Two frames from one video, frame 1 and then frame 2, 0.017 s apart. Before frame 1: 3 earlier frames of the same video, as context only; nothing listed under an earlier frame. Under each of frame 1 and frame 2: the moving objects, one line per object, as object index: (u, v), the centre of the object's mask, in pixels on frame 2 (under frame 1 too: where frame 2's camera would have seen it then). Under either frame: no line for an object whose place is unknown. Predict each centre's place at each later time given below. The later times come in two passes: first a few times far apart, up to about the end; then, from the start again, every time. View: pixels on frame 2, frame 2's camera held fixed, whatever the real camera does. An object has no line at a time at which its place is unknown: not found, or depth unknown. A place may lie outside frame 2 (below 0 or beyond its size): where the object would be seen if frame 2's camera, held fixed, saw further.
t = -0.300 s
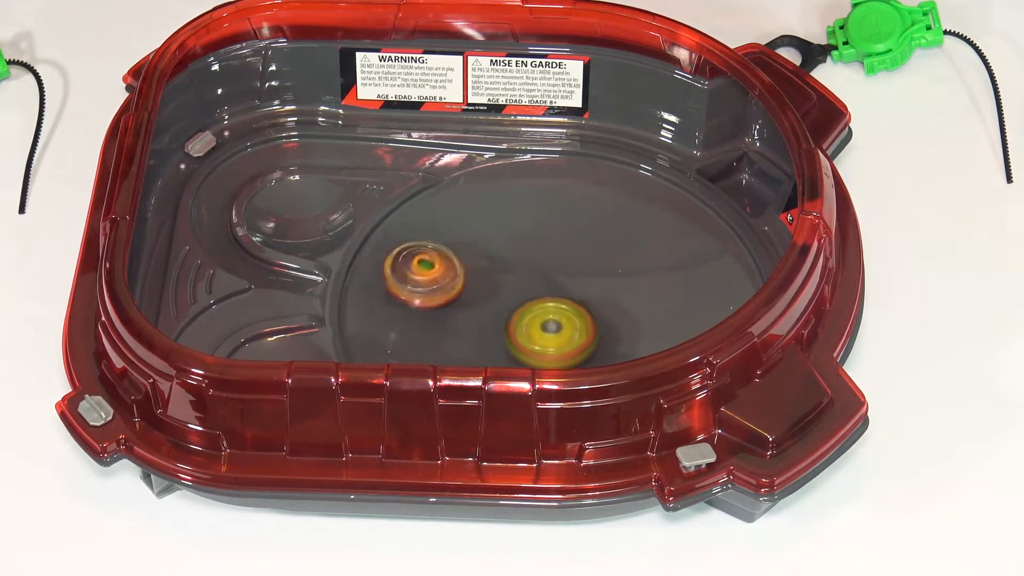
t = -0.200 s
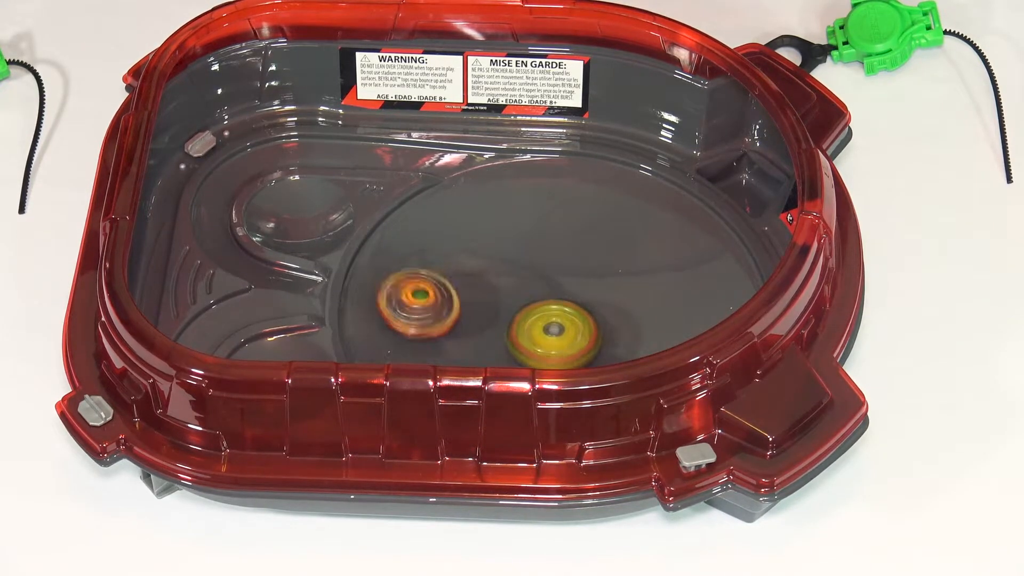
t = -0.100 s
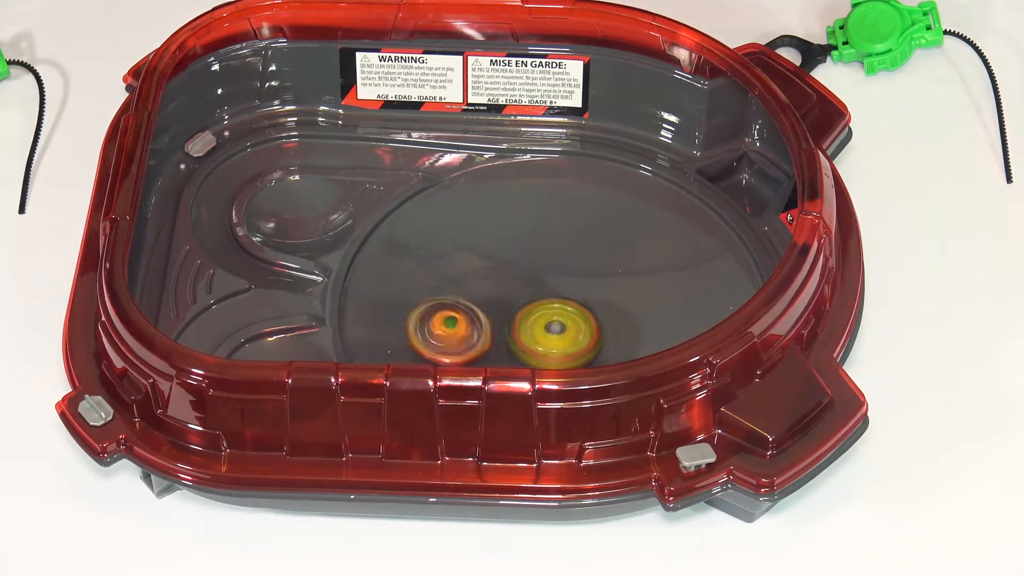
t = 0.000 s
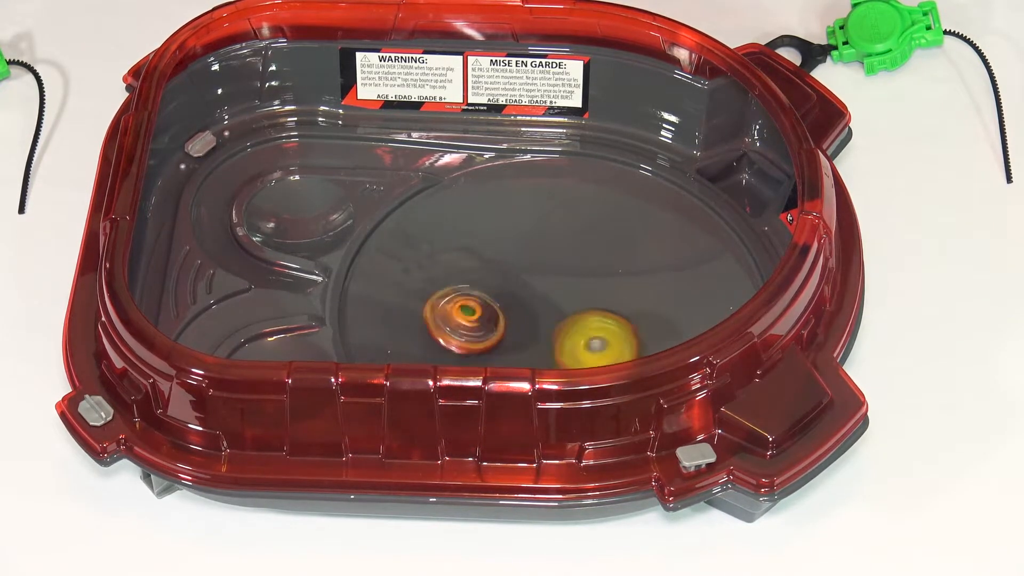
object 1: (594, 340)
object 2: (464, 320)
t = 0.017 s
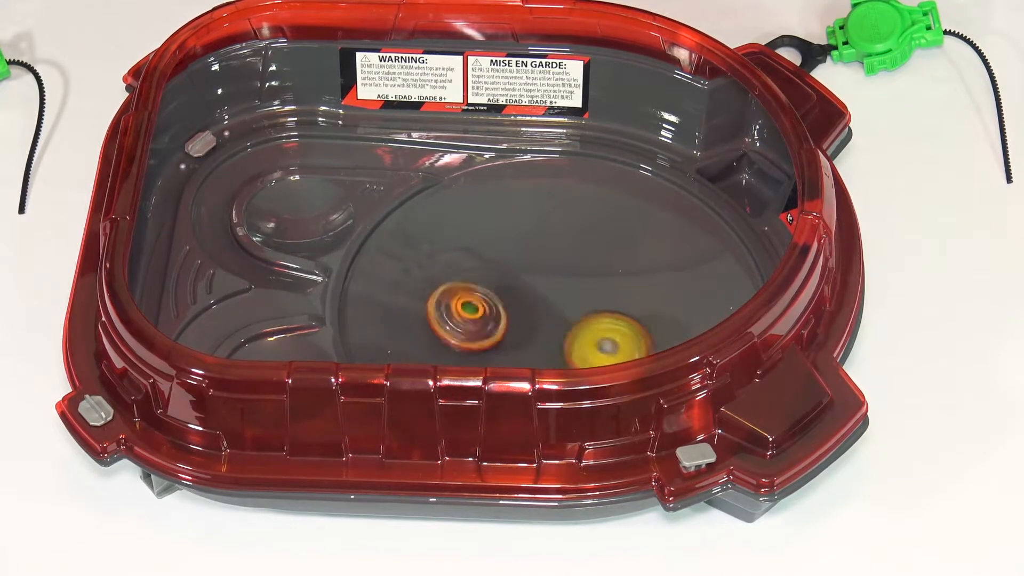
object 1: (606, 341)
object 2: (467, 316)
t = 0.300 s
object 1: (635, 336)
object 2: (513, 248)
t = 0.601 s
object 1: (623, 332)
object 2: (566, 232)
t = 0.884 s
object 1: (597, 340)
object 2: (601, 245)
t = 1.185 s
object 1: (582, 339)
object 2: (580, 266)
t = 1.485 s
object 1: (571, 342)
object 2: (557, 282)
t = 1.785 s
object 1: (564, 346)
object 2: (557, 264)
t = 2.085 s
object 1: (556, 342)
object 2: (570, 273)
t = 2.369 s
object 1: (559, 341)
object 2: (553, 279)
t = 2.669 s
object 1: (557, 347)
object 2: (555, 269)
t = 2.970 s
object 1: (550, 343)
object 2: (563, 287)
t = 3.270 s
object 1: (550, 343)
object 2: (555, 294)
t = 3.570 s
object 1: (558, 343)
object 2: (557, 293)
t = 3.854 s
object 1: (560, 342)
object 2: (555, 293)
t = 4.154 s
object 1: (563, 340)
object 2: (556, 293)
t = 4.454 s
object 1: (567, 340)
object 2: (563, 290)
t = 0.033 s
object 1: (612, 341)
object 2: (467, 313)
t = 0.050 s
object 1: (620, 341)
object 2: (469, 309)
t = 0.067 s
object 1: (626, 341)
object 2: (472, 304)
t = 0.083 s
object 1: (631, 340)
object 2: (474, 300)
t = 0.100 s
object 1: (634, 340)
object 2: (477, 296)
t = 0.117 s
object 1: (636, 339)
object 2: (479, 292)
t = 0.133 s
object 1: (637, 339)
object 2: (482, 287)
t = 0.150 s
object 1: (637, 339)
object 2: (485, 283)
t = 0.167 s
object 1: (638, 339)
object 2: (488, 279)
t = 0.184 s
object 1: (638, 338)
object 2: (491, 275)
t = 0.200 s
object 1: (639, 338)
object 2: (494, 271)
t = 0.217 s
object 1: (638, 338)
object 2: (497, 267)
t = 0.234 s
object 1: (638, 337)
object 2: (501, 262)
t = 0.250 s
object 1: (638, 337)
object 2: (504, 259)
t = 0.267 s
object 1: (637, 337)
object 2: (507, 255)
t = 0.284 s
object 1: (636, 337)
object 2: (510, 251)
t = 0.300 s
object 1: (635, 336)
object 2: (513, 248)
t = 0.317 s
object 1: (634, 336)
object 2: (517, 244)
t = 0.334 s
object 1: (633, 336)
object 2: (520, 242)
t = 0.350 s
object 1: (632, 335)
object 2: (523, 238)
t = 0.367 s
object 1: (630, 335)
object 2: (527, 236)
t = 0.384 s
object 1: (629, 334)
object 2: (529, 234)
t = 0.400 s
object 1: (628, 334)
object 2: (532, 231)
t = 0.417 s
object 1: (627, 334)
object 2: (536, 230)
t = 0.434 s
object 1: (627, 334)
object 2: (538, 229)
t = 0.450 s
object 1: (626, 334)
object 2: (541, 228)
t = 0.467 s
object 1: (626, 334)
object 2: (544, 228)
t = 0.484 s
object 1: (625, 334)
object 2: (546, 227)
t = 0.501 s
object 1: (625, 334)
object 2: (550, 226)
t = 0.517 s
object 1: (625, 333)
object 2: (553, 227)
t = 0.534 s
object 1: (625, 333)
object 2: (555, 228)
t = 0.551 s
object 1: (624, 333)
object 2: (558, 228)
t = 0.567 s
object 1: (624, 333)
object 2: (561, 229)
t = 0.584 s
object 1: (624, 332)
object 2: (564, 230)
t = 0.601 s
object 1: (623, 332)
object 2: (566, 232)
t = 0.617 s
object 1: (622, 332)
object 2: (569, 233)
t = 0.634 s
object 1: (621, 331)
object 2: (572, 235)
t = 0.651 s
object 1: (620, 331)
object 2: (574, 238)
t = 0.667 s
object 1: (620, 331)
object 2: (576, 240)
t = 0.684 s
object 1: (619, 330)
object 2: (578, 242)
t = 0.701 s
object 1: (618, 330)
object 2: (581, 245)
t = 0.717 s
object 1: (618, 329)
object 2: (584, 248)
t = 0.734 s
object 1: (617, 328)
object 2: (585, 251)
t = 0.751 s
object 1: (615, 327)
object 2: (588, 254)
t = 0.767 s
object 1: (614, 326)
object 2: (591, 258)
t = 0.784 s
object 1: (611, 327)
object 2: (594, 259)
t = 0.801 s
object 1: (609, 331)
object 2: (597, 256)
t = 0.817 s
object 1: (606, 334)
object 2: (599, 253)
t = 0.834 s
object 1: (603, 336)
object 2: (599, 251)
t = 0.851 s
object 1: (602, 338)
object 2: (600, 249)
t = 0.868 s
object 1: (598, 339)
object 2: (600, 247)
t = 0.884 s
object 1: (597, 340)
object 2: (601, 245)
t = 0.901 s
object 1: (595, 340)
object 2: (602, 244)
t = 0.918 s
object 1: (593, 340)
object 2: (602, 244)
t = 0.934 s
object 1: (592, 340)
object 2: (600, 244)
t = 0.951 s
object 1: (590, 340)
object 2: (598, 243)
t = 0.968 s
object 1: (590, 339)
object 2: (596, 244)
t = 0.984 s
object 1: (590, 339)
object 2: (594, 244)
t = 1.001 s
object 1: (589, 338)
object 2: (593, 246)
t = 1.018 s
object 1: (590, 337)
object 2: (592, 248)
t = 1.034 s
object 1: (589, 336)
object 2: (589, 250)
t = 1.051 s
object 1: (589, 336)
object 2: (587, 252)
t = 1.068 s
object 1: (589, 335)
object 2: (585, 255)
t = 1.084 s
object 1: (588, 334)
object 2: (584, 258)
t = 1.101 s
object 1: (588, 334)
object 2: (583, 261)
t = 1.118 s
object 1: (588, 333)
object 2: (581, 264)
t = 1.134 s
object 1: (587, 333)
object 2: (580, 266)
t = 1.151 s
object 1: (585, 335)
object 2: (581, 266)
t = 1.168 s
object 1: (584, 337)
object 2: (580, 266)
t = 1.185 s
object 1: (582, 339)
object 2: (580, 266)
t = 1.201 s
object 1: (580, 340)
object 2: (579, 266)
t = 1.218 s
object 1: (578, 341)
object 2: (579, 266)
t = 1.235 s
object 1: (575, 342)
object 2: (578, 266)
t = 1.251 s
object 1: (574, 342)
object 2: (577, 266)
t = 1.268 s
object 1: (573, 342)
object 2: (576, 266)
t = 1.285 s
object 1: (571, 342)
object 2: (574, 267)
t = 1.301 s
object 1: (571, 342)
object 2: (573, 267)
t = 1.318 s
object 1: (571, 342)
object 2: (572, 269)
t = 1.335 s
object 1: (570, 342)
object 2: (570, 271)
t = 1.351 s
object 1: (571, 341)
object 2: (568, 272)
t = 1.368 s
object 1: (571, 341)
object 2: (566, 273)
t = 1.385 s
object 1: (572, 341)
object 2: (565, 276)
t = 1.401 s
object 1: (572, 341)
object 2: (563, 278)
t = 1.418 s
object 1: (572, 340)
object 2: (561, 279)
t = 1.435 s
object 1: (572, 341)
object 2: (561, 280)
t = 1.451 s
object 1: (572, 342)
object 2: (560, 281)
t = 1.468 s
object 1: (572, 342)
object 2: (559, 282)
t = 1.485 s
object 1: (571, 342)
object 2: (557, 282)
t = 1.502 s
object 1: (571, 342)
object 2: (556, 283)
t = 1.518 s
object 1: (571, 342)
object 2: (554, 283)
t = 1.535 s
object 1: (570, 343)
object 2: (555, 283)
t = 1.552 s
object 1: (567, 345)
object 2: (557, 281)
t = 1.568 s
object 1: (567, 346)
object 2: (558, 280)
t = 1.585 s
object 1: (564, 347)
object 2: (558, 278)
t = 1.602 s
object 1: (564, 347)
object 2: (558, 276)
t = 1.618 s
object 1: (563, 348)
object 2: (557, 274)
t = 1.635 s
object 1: (562, 348)
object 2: (558, 272)
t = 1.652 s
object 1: (561, 347)
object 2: (559, 270)
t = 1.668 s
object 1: (563, 347)
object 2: (560, 269)
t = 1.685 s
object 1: (562, 347)
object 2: (560, 268)
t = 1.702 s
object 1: (563, 347)
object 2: (560, 267)
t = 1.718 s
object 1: (563, 347)
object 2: (560, 266)
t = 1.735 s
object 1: (563, 347)
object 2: (560, 266)
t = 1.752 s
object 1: (564, 347)
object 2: (559, 265)
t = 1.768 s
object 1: (564, 346)
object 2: (558, 265)
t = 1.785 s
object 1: (564, 346)
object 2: (557, 264)
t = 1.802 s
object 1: (564, 346)
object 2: (557, 264)
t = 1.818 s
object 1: (564, 346)
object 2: (557, 266)
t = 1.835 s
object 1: (564, 345)
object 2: (558, 267)
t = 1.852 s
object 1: (564, 345)
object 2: (558, 268)
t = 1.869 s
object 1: (565, 345)
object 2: (558, 270)
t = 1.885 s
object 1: (564, 344)
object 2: (558, 271)
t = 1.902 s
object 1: (565, 343)
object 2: (557, 272)
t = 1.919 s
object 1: (565, 343)
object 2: (557, 273)
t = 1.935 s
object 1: (565, 342)
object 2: (558, 274)
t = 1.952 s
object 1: (566, 340)
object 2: (559, 275)
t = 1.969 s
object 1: (566, 340)
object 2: (561, 276)
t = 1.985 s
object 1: (564, 338)
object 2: (562, 274)
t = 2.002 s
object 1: (564, 340)
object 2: (563, 274)
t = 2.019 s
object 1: (562, 341)
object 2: (563, 273)
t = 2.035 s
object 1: (560, 341)
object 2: (564, 272)
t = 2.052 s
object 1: (559, 341)
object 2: (566, 271)
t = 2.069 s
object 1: (558, 342)
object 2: (568, 272)
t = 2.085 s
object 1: (556, 342)
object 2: (570, 273)
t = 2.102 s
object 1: (557, 341)
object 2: (570, 274)
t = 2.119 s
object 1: (557, 342)
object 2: (569, 275)
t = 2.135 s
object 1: (557, 341)
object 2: (567, 275)
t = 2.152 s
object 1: (559, 341)
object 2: (566, 276)
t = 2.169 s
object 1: (559, 341)
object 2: (565, 276)
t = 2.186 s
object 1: (559, 341)
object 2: (565, 277)
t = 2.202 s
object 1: (560, 340)
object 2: (565, 277)
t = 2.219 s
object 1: (560, 341)
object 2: (565, 278)
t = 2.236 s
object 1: (559, 340)
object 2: (565, 279)
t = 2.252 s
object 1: (560, 340)
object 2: (565, 279)
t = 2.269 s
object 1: (561, 340)
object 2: (564, 279)
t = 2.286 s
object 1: (559, 341)
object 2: (561, 280)
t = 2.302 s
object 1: (559, 341)
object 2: (559, 279)
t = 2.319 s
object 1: (558, 341)
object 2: (557, 279)
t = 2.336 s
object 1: (557, 341)
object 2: (555, 280)
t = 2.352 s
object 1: (558, 341)
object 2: (554, 280)
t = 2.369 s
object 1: (559, 341)
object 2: (553, 279)
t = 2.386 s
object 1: (559, 341)
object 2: (551, 280)
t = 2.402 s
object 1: (559, 341)
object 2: (549, 280)
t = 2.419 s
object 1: (560, 341)
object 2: (547, 281)
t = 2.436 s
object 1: (560, 341)
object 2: (545, 281)
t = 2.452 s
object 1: (559, 342)
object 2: (544, 281)
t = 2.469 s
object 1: (559, 342)
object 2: (545, 280)
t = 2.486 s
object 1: (558, 342)
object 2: (545, 282)
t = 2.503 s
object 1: (558, 342)
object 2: (546, 281)
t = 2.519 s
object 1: (558, 342)
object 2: (546, 280)
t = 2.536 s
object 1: (559, 342)
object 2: (547, 279)
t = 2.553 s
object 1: (559, 342)
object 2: (547, 279)
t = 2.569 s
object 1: (558, 343)
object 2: (548, 277)
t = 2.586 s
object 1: (559, 345)
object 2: (549, 276)
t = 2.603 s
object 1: (559, 346)
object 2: (550, 274)
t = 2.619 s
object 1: (559, 346)
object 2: (551, 272)
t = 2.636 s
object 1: (558, 347)
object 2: (552, 271)
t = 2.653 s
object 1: (558, 347)
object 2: (554, 270)
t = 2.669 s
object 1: (557, 347)
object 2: (555, 269)
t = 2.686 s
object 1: (557, 347)
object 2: (557, 269)
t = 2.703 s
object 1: (558, 347)
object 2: (558, 269)
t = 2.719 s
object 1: (558, 347)
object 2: (560, 270)
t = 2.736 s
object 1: (558, 346)
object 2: (562, 270)
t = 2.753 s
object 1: (558, 346)
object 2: (563, 271)
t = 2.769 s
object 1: (559, 345)
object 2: (565, 273)
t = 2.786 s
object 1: (558, 345)
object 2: (565, 275)
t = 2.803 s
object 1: (558, 344)
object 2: (565, 277)
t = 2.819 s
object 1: (559, 344)
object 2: (564, 279)
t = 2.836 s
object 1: (559, 343)
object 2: (563, 280)
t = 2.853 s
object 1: (558, 342)
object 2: (561, 282)
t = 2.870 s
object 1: (556, 342)
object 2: (561, 283)
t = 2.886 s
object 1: (555, 343)
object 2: (560, 283)
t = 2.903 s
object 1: (554, 343)
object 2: (561, 284)
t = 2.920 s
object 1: (552, 343)
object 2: (562, 285)
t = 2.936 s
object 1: (552, 343)
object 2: (562, 286)
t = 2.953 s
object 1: (550, 343)
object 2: (563, 287)
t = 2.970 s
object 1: (550, 343)
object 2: (563, 287)
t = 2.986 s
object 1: (550, 343)
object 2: (563, 288)
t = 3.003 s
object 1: (550, 343)
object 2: (563, 289)
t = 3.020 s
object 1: (549, 343)
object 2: (563, 290)
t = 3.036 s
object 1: (549, 343)
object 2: (563, 290)
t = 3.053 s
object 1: (550, 342)
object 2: (563, 290)
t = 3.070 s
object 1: (552, 343)
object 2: (563, 290)
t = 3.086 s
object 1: (553, 343)
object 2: (561, 291)
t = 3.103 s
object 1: (553, 342)
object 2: (559, 291)
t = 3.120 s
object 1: (553, 343)
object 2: (558, 292)
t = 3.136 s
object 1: (552, 343)
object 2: (557, 293)
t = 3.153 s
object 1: (551, 343)
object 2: (556, 294)
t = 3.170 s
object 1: (551, 343)
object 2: (555, 294)
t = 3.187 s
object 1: (551, 343)
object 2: (554, 294)
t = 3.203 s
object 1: (551, 343)
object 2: (553, 295)
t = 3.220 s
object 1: (551, 343)
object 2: (553, 295)
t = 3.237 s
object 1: (551, 343)
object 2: (553, 295)
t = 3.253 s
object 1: (551, 343)
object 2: (554, 295)
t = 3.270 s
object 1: (550, 343)
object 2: (555, 294)
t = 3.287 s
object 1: (549, 343)
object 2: (555, 294)
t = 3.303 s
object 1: (550, 343)
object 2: (556, 294)
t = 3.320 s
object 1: (551, 343)
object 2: (556, 294)
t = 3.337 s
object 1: (551, 343)
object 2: (557, 293)
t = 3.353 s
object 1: (551, 343)
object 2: (558, 293)
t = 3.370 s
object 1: (553, 342)
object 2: (558, 293)
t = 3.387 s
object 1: (553, 343)
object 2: (558, 293)
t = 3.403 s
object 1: (553, 343)
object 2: (559, 293)
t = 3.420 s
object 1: (553, 342)
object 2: (559, 293)
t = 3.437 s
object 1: (554, 342)
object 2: (559, 293)
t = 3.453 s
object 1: (554, 343)
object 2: (559, 293)
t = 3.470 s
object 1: (554, 343)
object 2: (559, 293)
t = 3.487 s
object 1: (555, 342)
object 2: (559, 293)
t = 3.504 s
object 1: (557, 342)
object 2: (559, 293)
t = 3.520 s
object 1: (556, 343)
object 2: (558, 293)
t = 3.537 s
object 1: (557, 343)
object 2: (558, 293)
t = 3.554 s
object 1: (557, 342)
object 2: (558, 293)
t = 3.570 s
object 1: (558, 343)
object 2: (557, 293)
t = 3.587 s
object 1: (558, 343)
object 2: (556, 294)
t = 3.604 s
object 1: (558, 342)
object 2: (556, 294)
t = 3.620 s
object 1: (559, 342)
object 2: (555, 294)
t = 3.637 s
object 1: (559, 342)
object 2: (555, 294)
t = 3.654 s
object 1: (558, 343)
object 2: (556, 294)
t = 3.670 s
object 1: (557, 342)
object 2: (556, 293)
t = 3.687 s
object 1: (557, 342)
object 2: (556, 293)
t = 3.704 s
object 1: (558, 342)
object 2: (556, 293)
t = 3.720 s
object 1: (558, 342)
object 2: (556, 293)
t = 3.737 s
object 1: (560, 342)
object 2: (556, 293)
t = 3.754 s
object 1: (561, 342)
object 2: (555, 293)
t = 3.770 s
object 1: (561, 342)
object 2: (555, 293)
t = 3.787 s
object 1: (560, 342)
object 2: (555, 293)
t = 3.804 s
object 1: (561, 342)
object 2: (555, 293)
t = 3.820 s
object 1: (560, 342)
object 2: (555, 293)
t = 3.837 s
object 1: (559, 342)
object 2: (555, 293)
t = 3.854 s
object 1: (560, 342)
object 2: (555, 293)
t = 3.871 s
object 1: (561, 341)
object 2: (556, 293)
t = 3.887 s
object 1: (562, 341)
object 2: (556, 293)
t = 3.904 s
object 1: (563, 341)
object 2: (556, 293)
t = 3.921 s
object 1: (563, 341)
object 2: (555, 293)
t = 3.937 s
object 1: (564, 341)
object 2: (555, 293)
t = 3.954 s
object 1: (564, 341)
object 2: (555, 293)
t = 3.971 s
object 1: (564, 341)
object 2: (555, 293)
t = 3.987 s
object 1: (563, 341)
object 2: (555, 293)
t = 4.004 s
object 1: (563, 341)
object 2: (556, 293)
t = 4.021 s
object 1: (563, 341)
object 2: (556, 293)
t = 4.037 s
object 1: (563, 341)
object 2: (555, 293)
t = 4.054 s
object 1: (563, 341)
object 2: (555, 293)
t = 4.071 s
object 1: (564, 341)
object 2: (555, 293)
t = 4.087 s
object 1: (564, 341)
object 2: (555, 293)
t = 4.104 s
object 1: (564, 341)
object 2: (555, 293)
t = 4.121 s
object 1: (564, 340)
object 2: (555, 293)
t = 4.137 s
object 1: (565, 341)
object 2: (555, 293)
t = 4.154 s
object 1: (563, 340)
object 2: (556, 293)
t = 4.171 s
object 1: (564, 341)
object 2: (555, 293)
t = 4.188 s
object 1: (563, 340)
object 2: (555, 293)
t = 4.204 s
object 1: (565, 340)
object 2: (555, 293)
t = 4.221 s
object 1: (565, 340)
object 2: (555, 293)
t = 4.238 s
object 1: (564, 340)
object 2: (555, 292)
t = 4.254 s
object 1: (565, 340)
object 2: (556, 292)
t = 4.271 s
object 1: (566, 340)
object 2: (557, 292)
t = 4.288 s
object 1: (565, 341)
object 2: (557, 292)
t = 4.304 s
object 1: (565, 341)
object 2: (558, 292)
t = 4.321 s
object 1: (565, 340)
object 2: (558, 291)
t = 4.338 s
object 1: (565, 340)
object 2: (559, 291)
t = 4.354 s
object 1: (566, 341)
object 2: (559, 291)
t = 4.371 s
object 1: (566, 340)
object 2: (560, 291)
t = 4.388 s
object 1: (566, 341)
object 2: (561, 290)
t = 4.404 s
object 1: (566, 341)
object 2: (562, 290)
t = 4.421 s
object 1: (566, 341)
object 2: (563, 291)
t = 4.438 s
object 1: (566, 341)
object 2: (563, 290)
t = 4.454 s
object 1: (567, 340)
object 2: (563, 290)
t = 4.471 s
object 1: (568, 340)
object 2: (563, 290)
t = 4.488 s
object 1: (569, 340)
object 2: (563, 290)
